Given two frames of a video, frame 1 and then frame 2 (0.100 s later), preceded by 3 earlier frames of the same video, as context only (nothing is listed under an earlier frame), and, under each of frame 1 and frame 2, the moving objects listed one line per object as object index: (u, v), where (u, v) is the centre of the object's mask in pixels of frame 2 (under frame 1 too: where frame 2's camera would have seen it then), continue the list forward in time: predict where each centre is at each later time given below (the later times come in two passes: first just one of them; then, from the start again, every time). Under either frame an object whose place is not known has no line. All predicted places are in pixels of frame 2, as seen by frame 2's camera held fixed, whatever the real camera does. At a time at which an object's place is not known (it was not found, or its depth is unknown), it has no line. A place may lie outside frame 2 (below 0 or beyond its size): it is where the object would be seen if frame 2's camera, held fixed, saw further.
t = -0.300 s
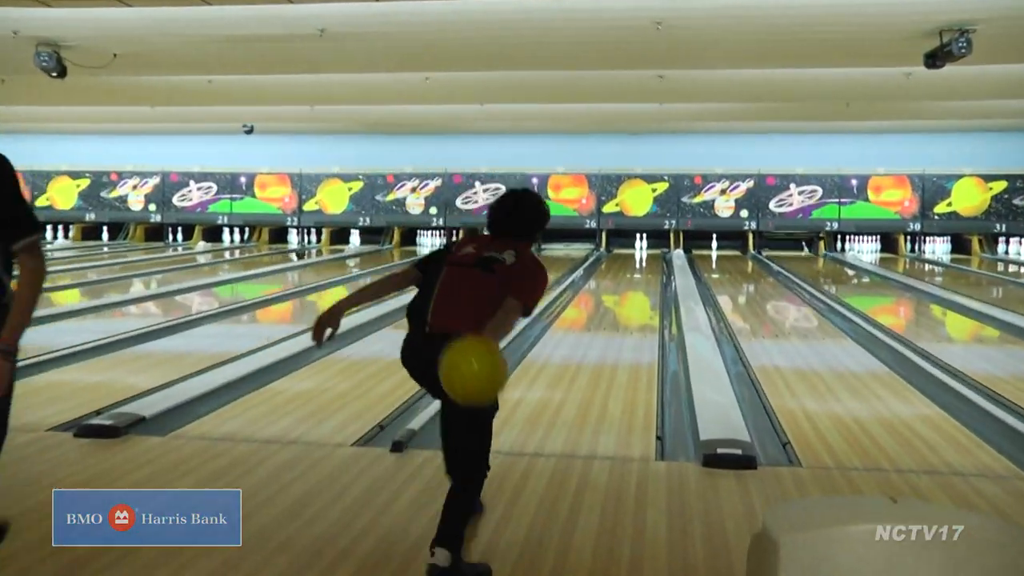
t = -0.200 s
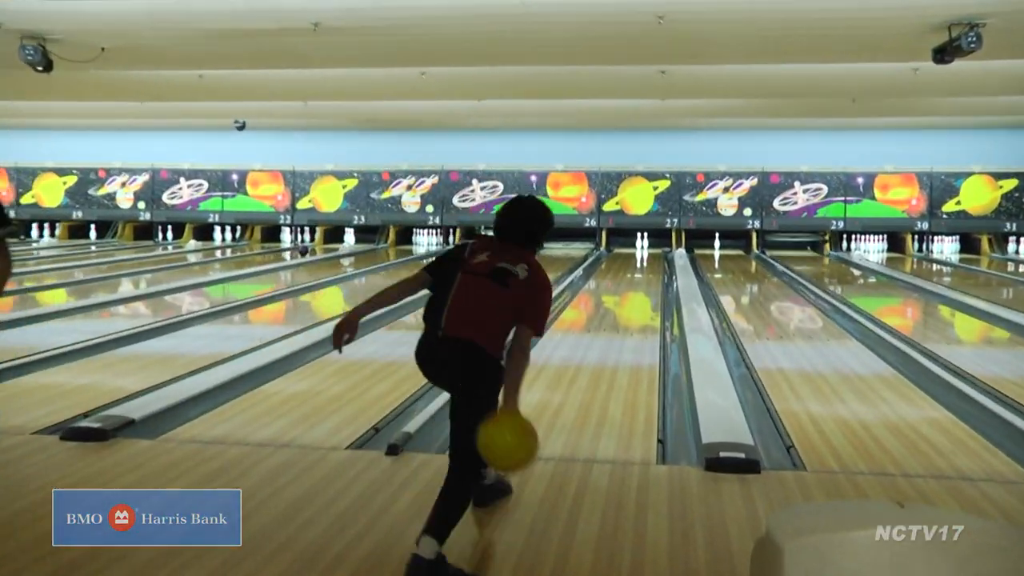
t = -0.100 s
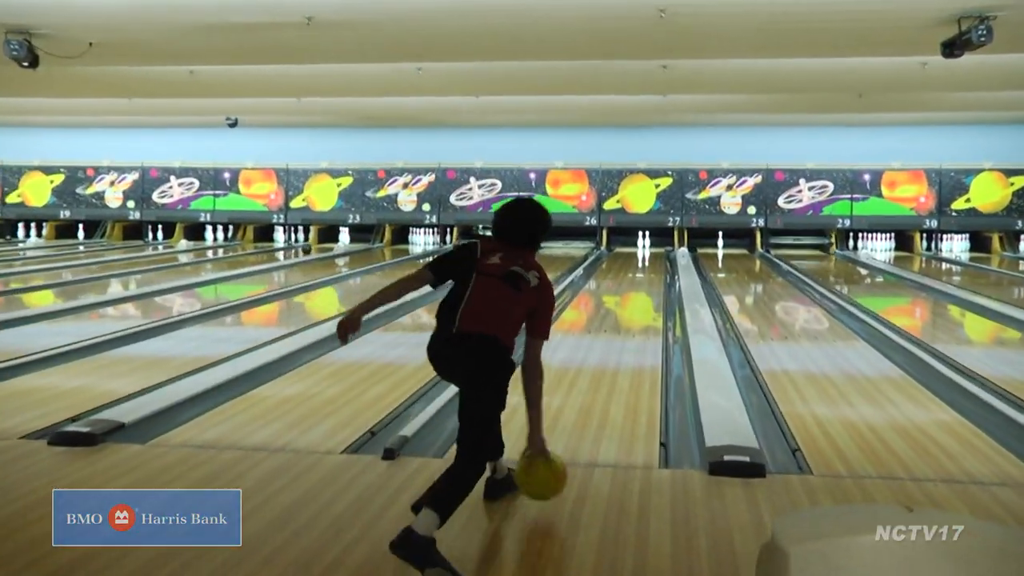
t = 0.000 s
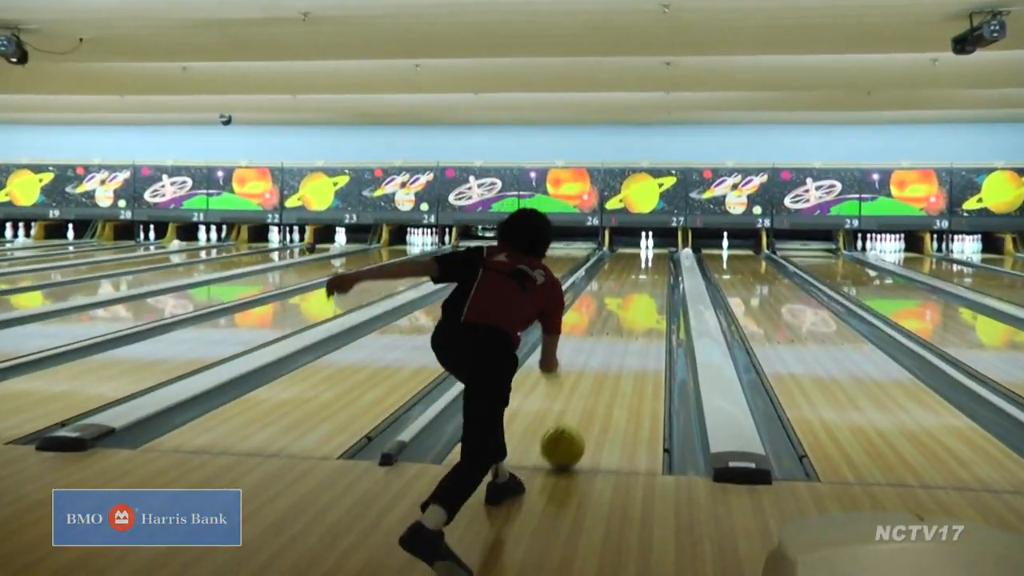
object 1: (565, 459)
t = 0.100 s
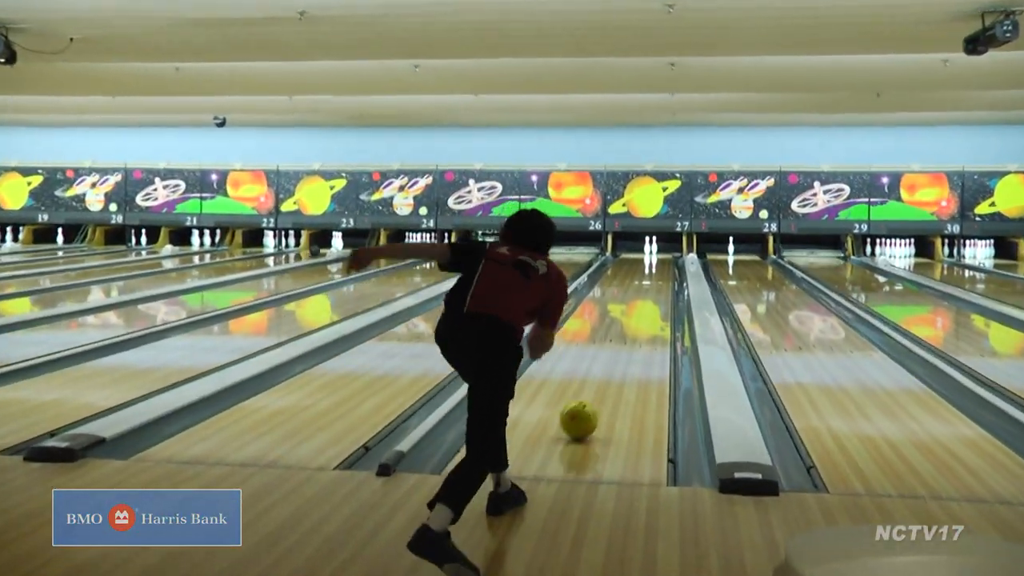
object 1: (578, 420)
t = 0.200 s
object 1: (589, 391)
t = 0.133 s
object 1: (582, 409)
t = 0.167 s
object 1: (586, 400)
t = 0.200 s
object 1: (589, 391)
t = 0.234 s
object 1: (592, 383)
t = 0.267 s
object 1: (595, 375)
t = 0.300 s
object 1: (598, 369)
